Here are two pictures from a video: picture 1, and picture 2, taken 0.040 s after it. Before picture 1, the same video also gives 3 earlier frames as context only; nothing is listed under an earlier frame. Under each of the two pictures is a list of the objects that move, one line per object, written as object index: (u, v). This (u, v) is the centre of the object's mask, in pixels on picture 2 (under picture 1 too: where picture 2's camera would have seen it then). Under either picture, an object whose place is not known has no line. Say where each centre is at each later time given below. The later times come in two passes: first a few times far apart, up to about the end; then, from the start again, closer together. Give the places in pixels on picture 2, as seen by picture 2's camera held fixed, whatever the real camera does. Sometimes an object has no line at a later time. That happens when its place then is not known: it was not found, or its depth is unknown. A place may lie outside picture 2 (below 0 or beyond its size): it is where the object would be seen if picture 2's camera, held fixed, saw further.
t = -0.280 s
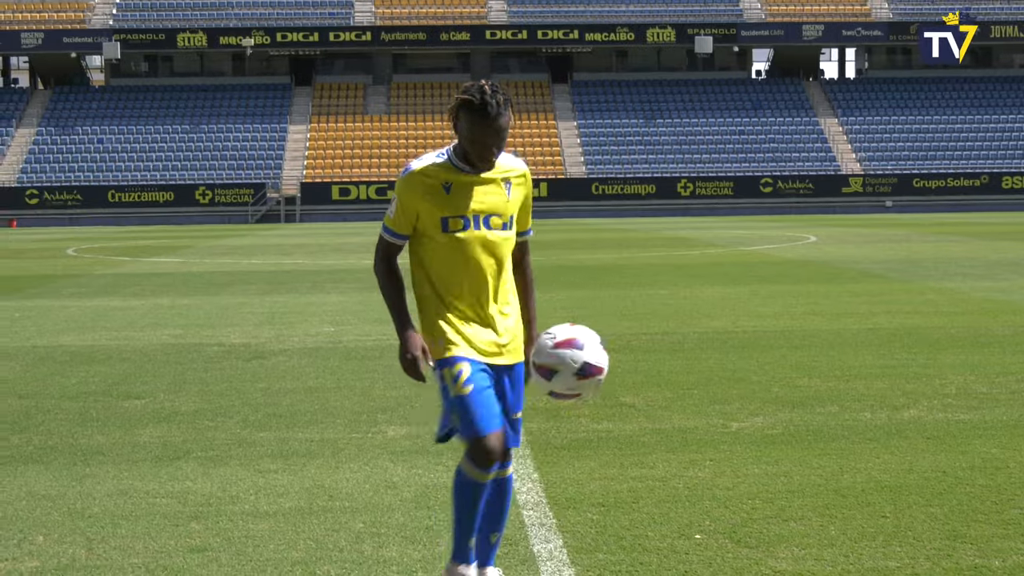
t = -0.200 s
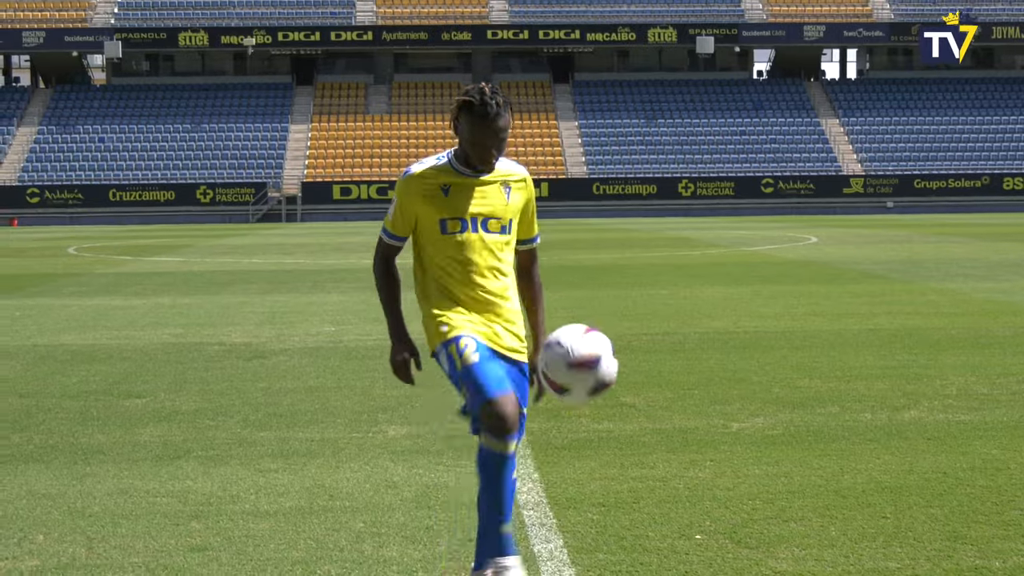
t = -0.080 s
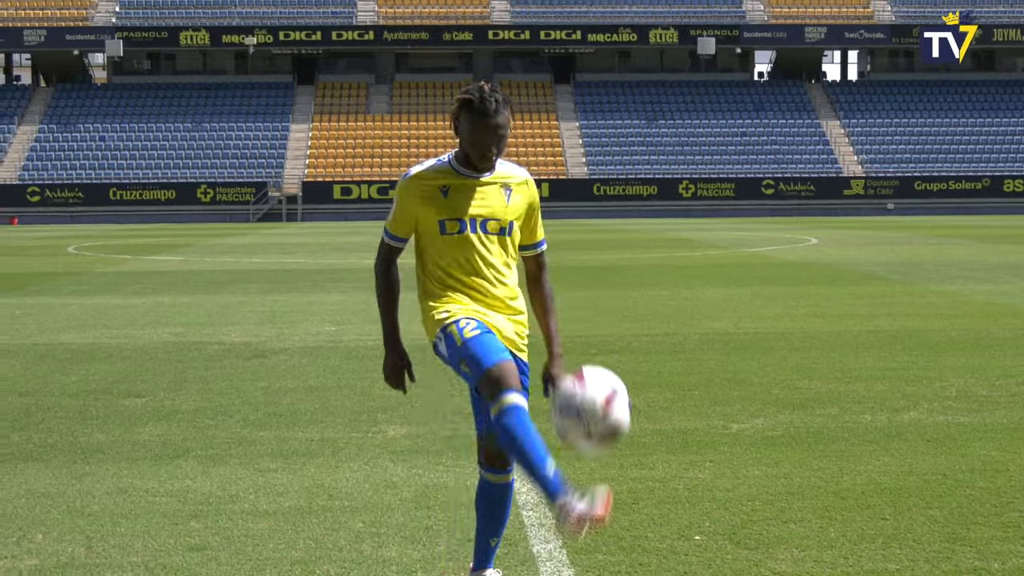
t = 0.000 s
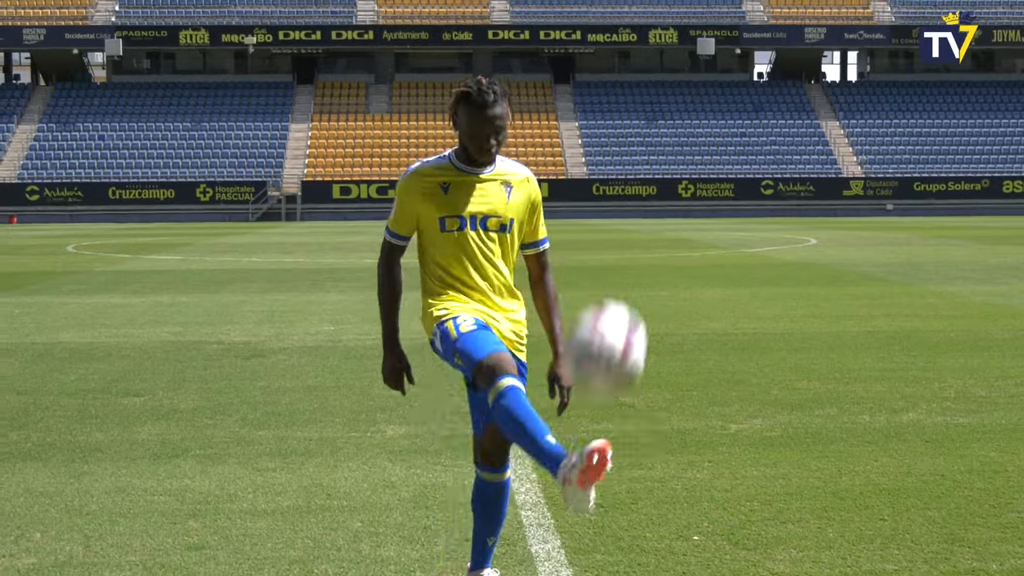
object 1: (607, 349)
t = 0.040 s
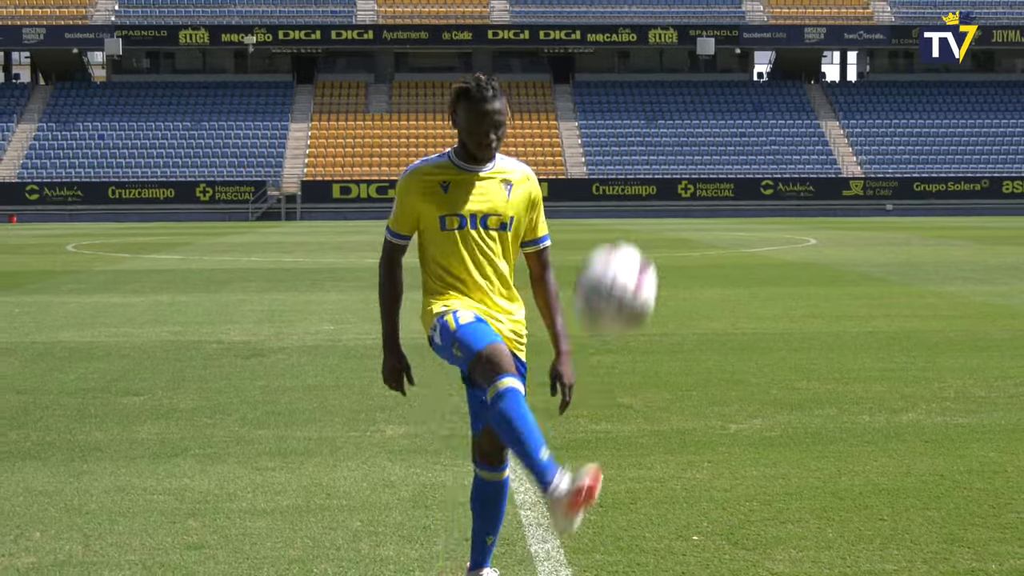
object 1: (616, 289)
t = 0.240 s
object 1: (666, 73)
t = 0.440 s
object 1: (717, 15)
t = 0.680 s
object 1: (785, 93)
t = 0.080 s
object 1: (626, 234)
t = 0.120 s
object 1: (636, 185)
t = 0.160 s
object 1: (647, 140)
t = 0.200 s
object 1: (657, 103)
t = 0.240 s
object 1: (666, 73)
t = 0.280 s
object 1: (677, 46)
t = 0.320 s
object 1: (687, 32)
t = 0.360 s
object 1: (699, 23)
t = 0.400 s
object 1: (707, 17)
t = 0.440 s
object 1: (717, 15)
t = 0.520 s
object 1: (741, 18)
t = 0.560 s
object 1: (753, 24)
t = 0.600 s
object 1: (763, 37)
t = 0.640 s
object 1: (774, 62)
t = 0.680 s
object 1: (785, 93)
